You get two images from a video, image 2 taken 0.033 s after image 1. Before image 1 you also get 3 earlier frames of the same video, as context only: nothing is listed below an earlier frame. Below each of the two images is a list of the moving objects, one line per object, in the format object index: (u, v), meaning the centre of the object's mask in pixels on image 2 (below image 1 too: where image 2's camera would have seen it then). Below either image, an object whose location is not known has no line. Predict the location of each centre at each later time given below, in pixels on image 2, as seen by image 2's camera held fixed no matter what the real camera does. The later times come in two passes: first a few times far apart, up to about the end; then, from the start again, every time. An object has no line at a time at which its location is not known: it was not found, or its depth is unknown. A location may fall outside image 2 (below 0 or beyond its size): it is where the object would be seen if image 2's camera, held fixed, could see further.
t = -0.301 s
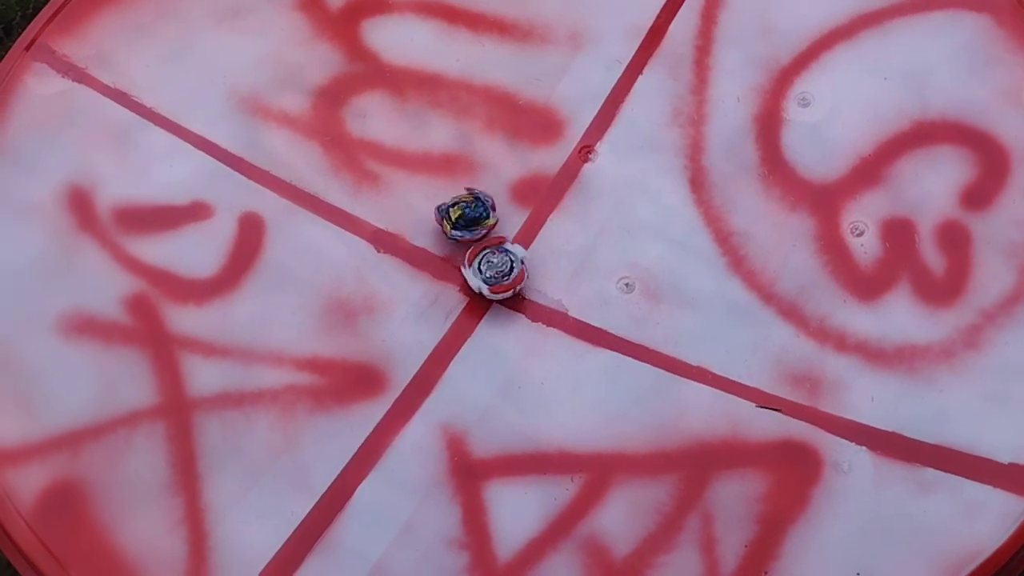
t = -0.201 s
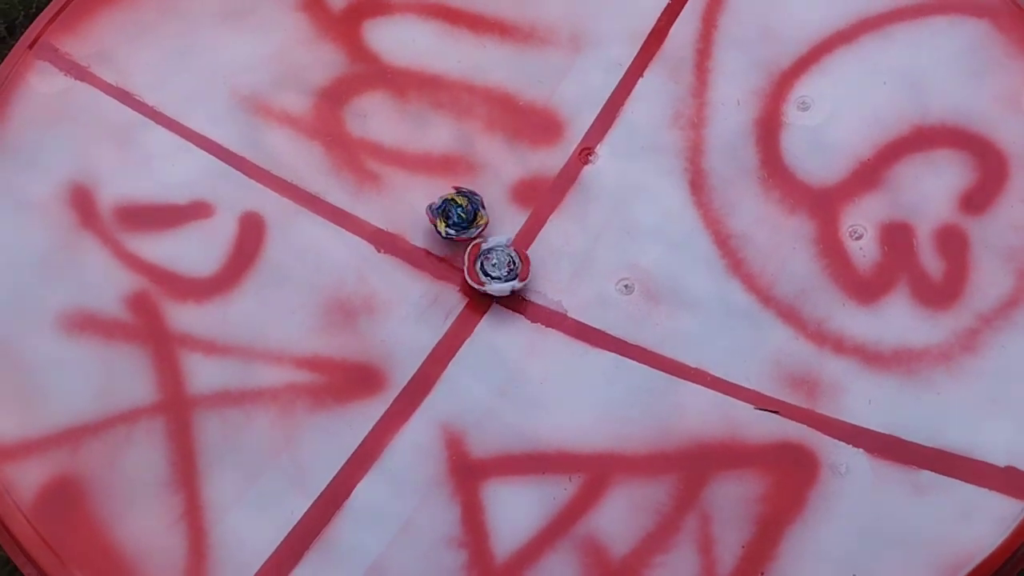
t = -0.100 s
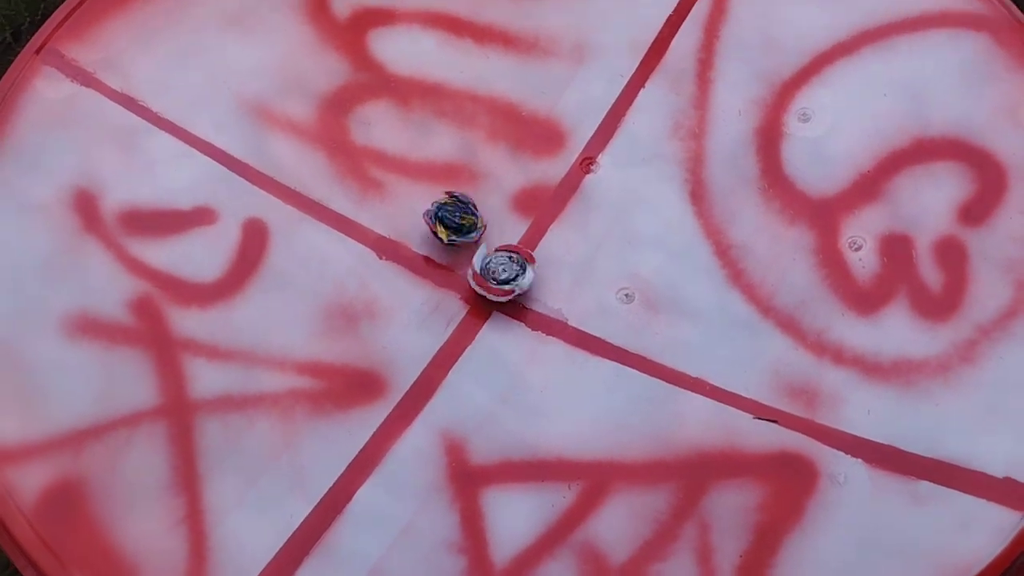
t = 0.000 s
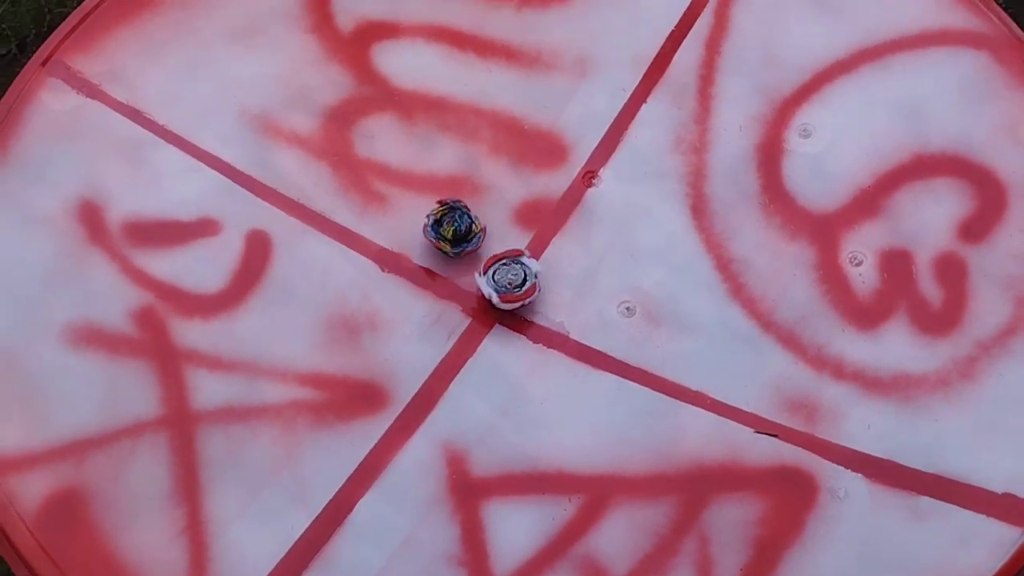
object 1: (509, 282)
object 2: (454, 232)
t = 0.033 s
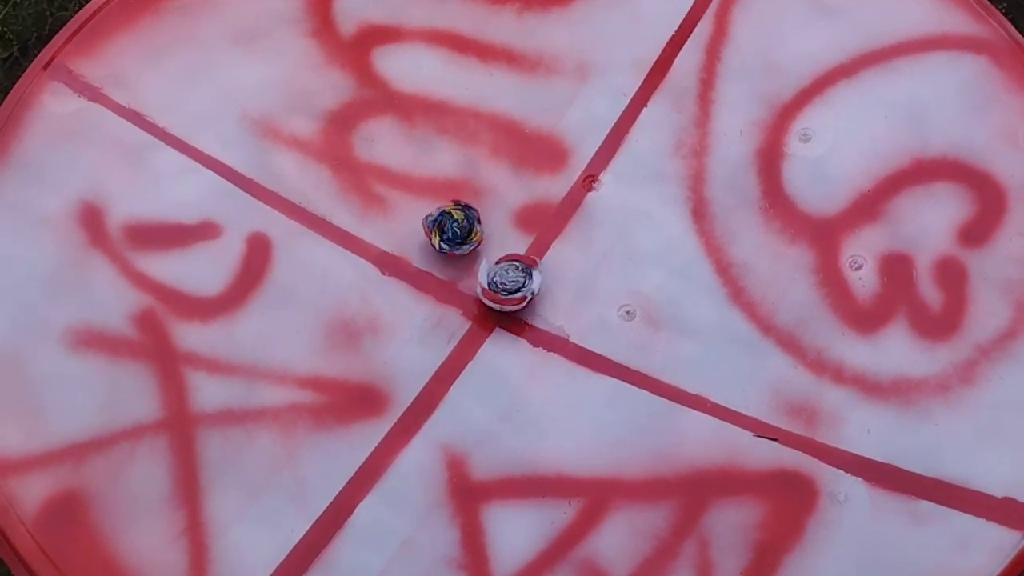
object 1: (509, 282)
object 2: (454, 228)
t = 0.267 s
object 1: (531, 262)
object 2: (469, 223)
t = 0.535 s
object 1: (565, 246)
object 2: (495, 231)
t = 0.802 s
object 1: (606, 245)
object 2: (504, 255)
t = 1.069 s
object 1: (626, 252)
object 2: (492, 269)
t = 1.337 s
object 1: (629, 253)
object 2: (475, 263)
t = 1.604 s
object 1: (622, 253)
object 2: (484, 250)
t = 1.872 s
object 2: (506, 250)
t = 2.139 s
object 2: (520, 264)
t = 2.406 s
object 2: (514, 279)
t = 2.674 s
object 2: (503, 281)
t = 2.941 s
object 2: (511, 273)
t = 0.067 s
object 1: (512, 279)
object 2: (455, 227)
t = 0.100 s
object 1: (513, 275)
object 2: (454, 226)
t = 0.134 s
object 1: (518, 273)
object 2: (457, 225)
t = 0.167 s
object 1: (519, 270)
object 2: (458, 224)
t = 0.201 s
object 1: (522, 268)
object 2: (462, 222)
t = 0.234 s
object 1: (528, 264)
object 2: (466, 223)
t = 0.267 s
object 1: (531, 262)
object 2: (469, 223)
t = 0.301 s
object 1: (533, 260)
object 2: (473, 223)
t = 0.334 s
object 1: (537, 256)
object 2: (476, 223)
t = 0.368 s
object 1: (543, 254)
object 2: (480, 223)
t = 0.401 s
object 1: (548, 253)
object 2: (484, 225)
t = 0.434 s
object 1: (550, 250)
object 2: (486, 225)
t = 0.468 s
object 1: (555, 248)
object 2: (490, 227)
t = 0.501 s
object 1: (562, 248)
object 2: (493, 229)
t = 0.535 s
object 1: (565, 246)
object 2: (495, 231)
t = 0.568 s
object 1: (569, 245)
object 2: (498, 234)
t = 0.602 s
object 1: (576, 244)
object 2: (499, 235)
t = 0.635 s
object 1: (582, 244)
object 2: (501, 238)
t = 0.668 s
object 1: (585, 244)
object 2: (502, 241)
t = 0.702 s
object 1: (595, 244)
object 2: (504, 246)
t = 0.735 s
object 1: (598, 246)
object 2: (504, 249)
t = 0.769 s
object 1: (603, 246)
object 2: (504, 252)
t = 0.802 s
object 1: (606, 245)
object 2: (504, 255)
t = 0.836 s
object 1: (609, 248)
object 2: (504, 257)
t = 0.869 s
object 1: (614, 249)
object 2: (503, 259)
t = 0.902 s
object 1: (617, 248)
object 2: (502, 261)
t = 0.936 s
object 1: (618, 250)
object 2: (501, 263)
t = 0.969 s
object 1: (621, 251)
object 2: (499, 266)
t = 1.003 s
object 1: (626, 250)
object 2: (497, 266)
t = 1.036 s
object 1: (623, 251)
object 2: (495, 268)
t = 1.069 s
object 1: (626, 252)
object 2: (492, 269)
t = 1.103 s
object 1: (628, 253)
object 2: (491, 269)
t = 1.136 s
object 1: (627, 252)
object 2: (488, 270)
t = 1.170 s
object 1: (628, 253)
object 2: (484, 269)
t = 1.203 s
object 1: (628, 254)
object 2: (483, 269)
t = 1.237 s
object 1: (629, 253)
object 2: (479, 267)
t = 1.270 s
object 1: (631, 253)
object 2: (478, 267)
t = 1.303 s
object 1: (628, 254)
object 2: (477, 266)
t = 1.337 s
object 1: (629, 253)
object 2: (475, 263)
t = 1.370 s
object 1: (630, 254)
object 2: (475, 264)
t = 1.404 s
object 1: (628, 252)
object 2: (474, 261)
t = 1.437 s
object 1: (628, 252)
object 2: (474, 259)
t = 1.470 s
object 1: (626, 253)
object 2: (473, 257)
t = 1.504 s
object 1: (626, 254)
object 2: (476, 255)
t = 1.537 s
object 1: (627, 252)
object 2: (478, 253)
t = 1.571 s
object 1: (622, 251)
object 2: (480, 252)
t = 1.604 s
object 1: (622, 253)
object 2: (484, 250)
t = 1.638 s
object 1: (619, 251)
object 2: (487, 250)
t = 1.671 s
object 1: (614, 249)
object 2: (488, 249)
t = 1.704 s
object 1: (614, 251)
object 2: (492, 248)
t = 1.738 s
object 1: (612, 247)
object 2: (495, 248)
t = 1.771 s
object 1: (609, 245)
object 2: (498, 247)
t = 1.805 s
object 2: (502, 248)
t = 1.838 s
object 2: (504, 249)
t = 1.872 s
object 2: (506, 250)
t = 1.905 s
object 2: (510, 252)
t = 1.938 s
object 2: (512, 253)
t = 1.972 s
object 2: (514, 254)
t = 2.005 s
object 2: (516, 257)
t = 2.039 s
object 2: (517, 258)
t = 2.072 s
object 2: (518, 260)
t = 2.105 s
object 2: (519, 263)
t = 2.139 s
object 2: (520, 264)
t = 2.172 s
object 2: (520, 266)
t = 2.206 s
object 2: (520, 269)
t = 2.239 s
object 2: (520, 271)
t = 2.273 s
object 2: (520, 273)
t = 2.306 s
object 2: (519, 275)
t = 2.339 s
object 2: (517, 277)
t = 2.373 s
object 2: (516, 278)
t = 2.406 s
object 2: (514, 279)
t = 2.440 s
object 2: (512, 280)
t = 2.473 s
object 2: (511, 282)
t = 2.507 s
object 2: (507, 282)
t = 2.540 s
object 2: (507, 282)
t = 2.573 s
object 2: (506, 282)
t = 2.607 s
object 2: (503, 281)
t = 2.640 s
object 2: (504, 281)
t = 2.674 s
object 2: (503, 281)
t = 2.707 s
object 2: (502, 279)
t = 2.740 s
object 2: (504, 279)
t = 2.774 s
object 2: (504, 280)
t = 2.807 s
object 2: (504, 277)
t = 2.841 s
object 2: (506, 276)
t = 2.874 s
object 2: (507, 276)
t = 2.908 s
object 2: (508, 275)
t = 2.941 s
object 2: (511, 273)
